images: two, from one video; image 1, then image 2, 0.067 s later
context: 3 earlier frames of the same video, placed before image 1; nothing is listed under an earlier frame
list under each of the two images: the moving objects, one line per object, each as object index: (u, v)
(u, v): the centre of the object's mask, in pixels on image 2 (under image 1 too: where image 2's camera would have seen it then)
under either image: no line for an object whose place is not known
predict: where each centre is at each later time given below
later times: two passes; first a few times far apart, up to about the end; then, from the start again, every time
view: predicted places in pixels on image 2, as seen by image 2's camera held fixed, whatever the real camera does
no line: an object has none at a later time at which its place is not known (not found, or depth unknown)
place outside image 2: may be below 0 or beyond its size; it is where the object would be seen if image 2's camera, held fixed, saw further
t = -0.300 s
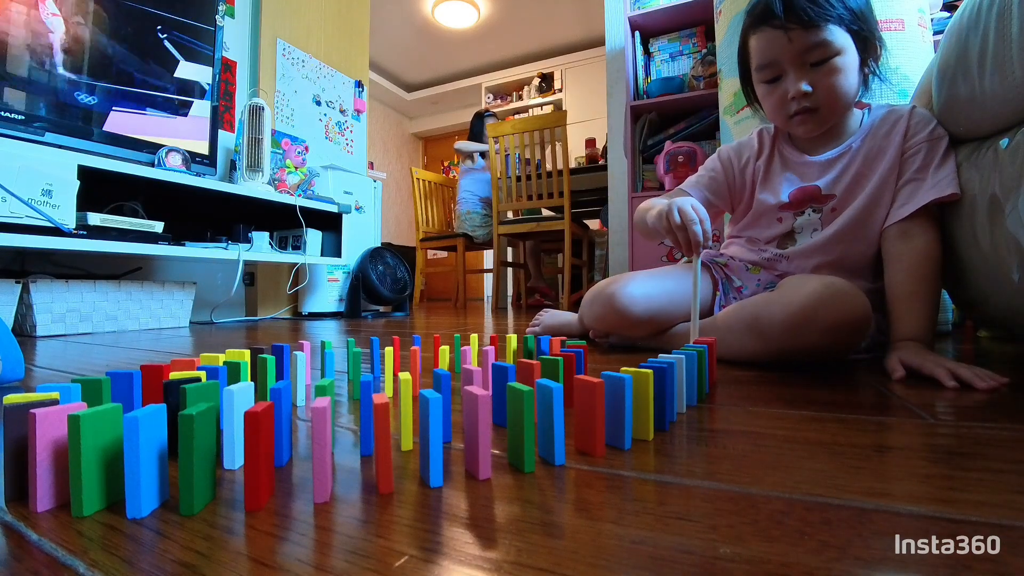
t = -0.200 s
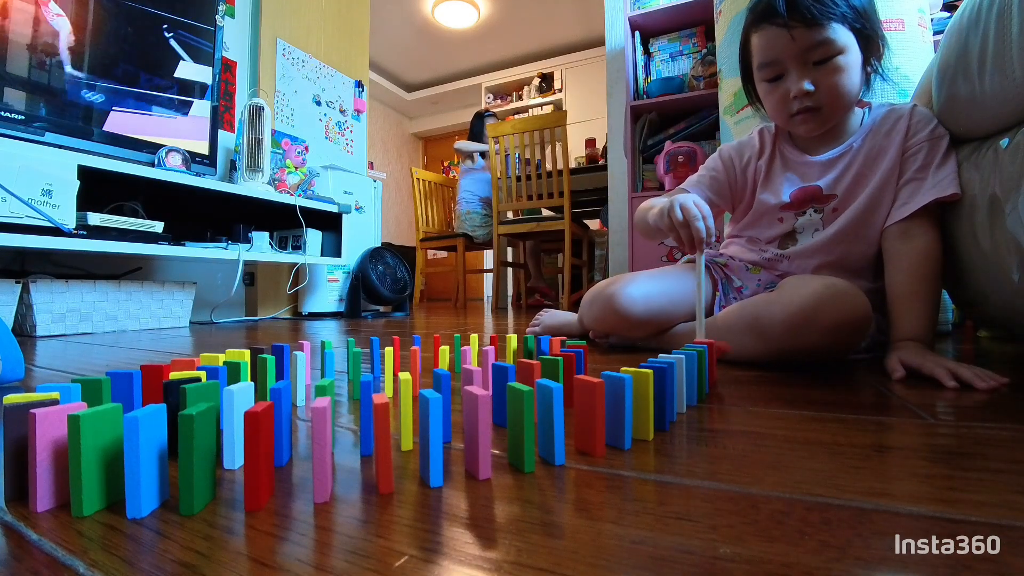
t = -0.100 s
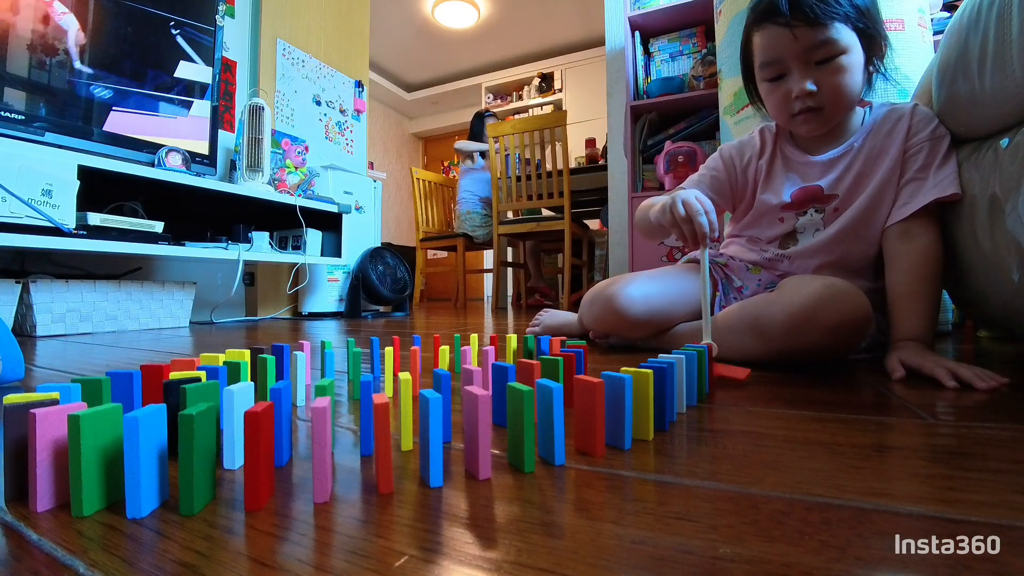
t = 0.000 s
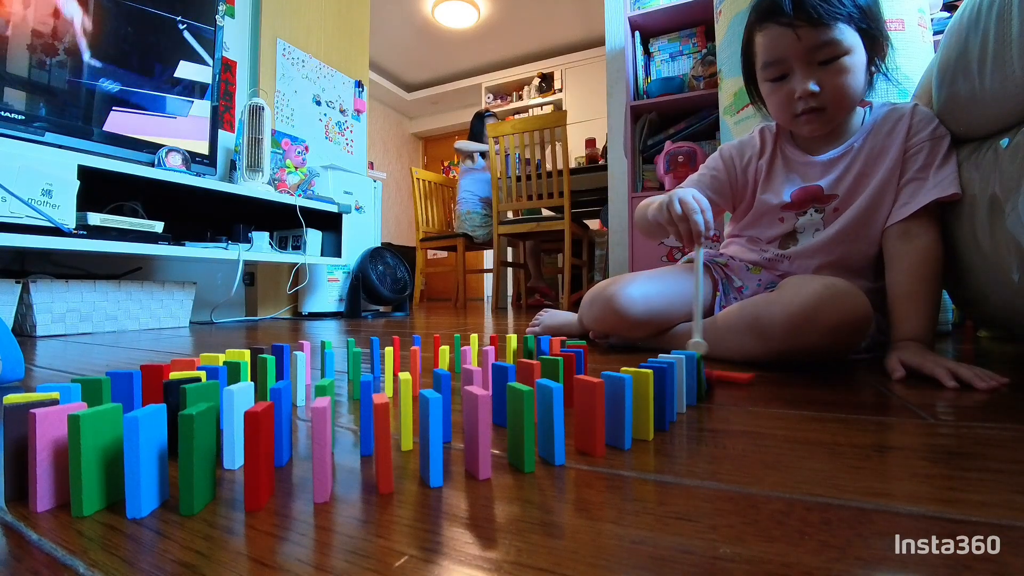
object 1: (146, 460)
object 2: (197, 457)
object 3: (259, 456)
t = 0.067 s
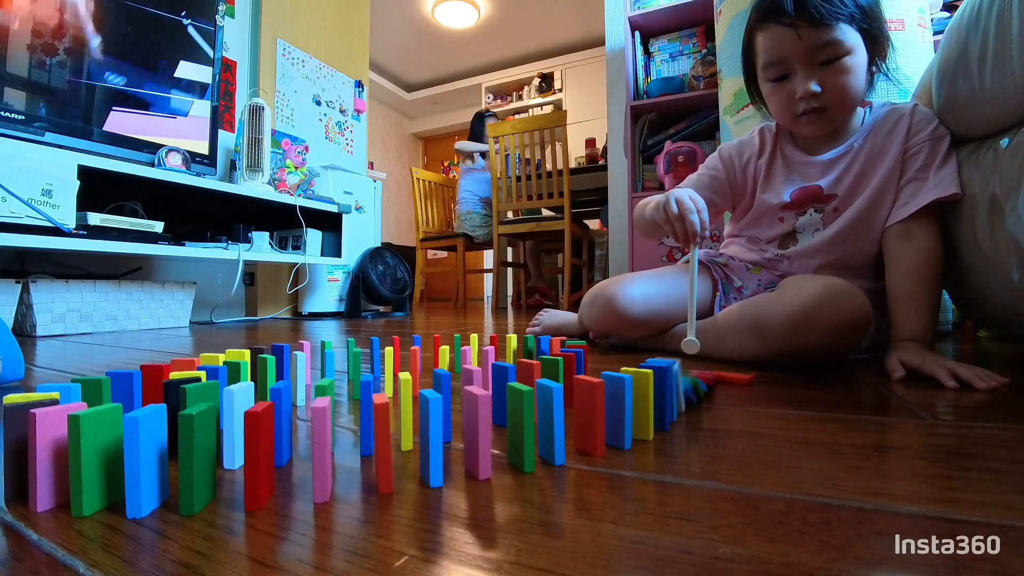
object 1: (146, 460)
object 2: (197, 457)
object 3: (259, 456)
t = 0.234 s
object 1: (146, 460)
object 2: (197, 458)
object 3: (259, 456)
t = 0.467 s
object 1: (107, 462)
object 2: (151, 465)
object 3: (204, 479)
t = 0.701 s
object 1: (76, 499)
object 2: (131, 486)
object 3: (198, 487)
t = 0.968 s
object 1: (80, 498)
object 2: (143, 486)
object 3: (198, 487)
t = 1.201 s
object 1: (80, 498)
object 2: (144, 486)
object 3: (198, 487)
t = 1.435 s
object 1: (80, 498)
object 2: (144, 486)
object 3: (198, 487)
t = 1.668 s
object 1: (80, 498)
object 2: (144, 486)
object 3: (199, 487)
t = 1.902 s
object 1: (80, 498)
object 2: (144, 486)
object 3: (199, 487)
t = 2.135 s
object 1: (80, 498)
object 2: (144, 486)
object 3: (198, 487)
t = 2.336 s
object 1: (80, 498)
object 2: (144, 486)
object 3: (198, 487)
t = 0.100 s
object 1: (146, 460)
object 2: (197, 457)
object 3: (259, 456)
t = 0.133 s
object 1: (146, 460)
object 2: (197, 457)
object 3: (259, 456)
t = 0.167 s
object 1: (146, 460)
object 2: (197, 457)
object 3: (259, 456)
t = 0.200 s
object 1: (146, 460)
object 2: (197, 457)
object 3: (259, 456)
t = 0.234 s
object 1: (146, 460)
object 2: (197, 458)
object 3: (259, 456)
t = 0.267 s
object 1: (146, 460)
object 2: (197, 458)
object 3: (259, 456)
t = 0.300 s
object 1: (146, 460)
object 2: (197, 458)
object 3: (259, 456)
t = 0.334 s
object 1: (146, 460)
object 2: (197, 458)
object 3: (259, 456)
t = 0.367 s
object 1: (146, 460)
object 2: (197, 458)
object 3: (256, 465)
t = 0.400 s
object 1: (146, 460)
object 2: (191, 456)
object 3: (228, 462)
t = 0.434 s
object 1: (130, 458)
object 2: (168, 456)
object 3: (215, 471)
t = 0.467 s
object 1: (107, 462)
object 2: (151, 465)
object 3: (204, 479)
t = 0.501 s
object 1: (93, 476)
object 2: (138, 472)
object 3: (200, 483)
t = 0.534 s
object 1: (87, 485)
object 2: (133, 478)
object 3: (199, 486)
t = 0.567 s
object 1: (85, 492)
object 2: (131, 482)
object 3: (198, 486)
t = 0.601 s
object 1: (80, 494)
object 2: (132, 483)
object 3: (198, 486)
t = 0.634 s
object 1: (78, 497)
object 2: (131, 486)
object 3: (199, 487)
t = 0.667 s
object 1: (77, 499)
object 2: (130, 486)
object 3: (198, 487)
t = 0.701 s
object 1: (76, 499)
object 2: (131, 486)
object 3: (198, 487)
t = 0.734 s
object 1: (76, 499)
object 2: (132, 486)
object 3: (199, 487)
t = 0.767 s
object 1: (77, 499)
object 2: (133, 486)
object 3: (199, 487)
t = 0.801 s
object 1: (77, 499)
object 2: (133, 486)
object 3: (199, 487)
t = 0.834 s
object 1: (77, 499)
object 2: (134, 486)
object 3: (199, 487)
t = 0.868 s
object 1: (78, 499)
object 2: (135, 486)
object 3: (199, 487)
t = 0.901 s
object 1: (78, 498)
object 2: (137, 486)
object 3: (198, 487)
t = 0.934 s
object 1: (79, 498)
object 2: (140, 486)
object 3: (198, 487)
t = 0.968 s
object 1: (80, 498)
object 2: (143, 486)
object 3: (198, 487)
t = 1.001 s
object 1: (80, 498)
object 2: (144, 486)
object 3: (198, 487)
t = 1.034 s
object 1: (81, 498)
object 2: (144, 486)
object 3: (198, 487)
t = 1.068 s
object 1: (81, 498)
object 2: (144, 486)
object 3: (198, 487)
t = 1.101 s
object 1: (81, 498)
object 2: (144, 486)
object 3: (198, 487)
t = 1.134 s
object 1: (81, 498)
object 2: (144, 486)
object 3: (198, 487)
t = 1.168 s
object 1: (80, 498)
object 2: (144, 486)
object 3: (198, 487)
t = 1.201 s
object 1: (80, 498)
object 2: (144, 486)
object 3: (198, 487)
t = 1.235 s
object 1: (80, 498)
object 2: (144, 486)
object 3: (198, 487)
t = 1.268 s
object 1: (80, 498)
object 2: (144, 486)
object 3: (198, 487)
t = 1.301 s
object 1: (80, 498)
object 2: (144, 486)
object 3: (198, 487)
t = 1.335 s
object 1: (80, 498)
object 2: (144, 486)
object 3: (198, 487)
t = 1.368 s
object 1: (80, 498)
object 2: (144, 486)
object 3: (198, 487)
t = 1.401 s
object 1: (80, 498)
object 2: (144, 486)
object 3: (198, 487)
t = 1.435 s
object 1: (80, 498)
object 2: (144, 486)
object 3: (198, 487)
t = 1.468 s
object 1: (80, 498)
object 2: (144, 486)
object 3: (198, 487)
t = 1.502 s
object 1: (80, 498)
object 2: (144, 486)
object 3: (198, 487)
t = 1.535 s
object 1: (80, 498)
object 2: (144, 486)
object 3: (198, 487)
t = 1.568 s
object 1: (80, 498)
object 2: (144, 486)
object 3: (198, 487)
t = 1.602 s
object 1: (80, 498)
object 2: (144, 486)
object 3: (198, 487)
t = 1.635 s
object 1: (80, 498)
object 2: (144, 486)
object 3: (198, 487)
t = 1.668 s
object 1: (80, 498)
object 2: (144, 486)
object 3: (199, 487)
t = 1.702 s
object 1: (80, 498)
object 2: (144, 486)
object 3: (199, 487)
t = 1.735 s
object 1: (80, 498)
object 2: (144, 486)
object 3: (199, 487)
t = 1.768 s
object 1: (80, 498)
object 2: (144, 486)
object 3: (199, 487)
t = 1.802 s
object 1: (80, 498)
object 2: (144, 486)
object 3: (199, 487)
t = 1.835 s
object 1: (80, 498)
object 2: (144, 486)
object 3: (199, 487)
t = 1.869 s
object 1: (80, 498)
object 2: (144, 486)
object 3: (199, 487)
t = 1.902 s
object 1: (80, 498)
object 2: (144, 486)
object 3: (199, 487)
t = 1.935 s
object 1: (80, 498)
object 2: (144, 486)
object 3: (198, 487)
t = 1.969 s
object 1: (80, 498)
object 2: (144, 486)
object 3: (198, 487)
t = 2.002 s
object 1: (80, 498)
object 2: (144, 486)
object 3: (198, 487)
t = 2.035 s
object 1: (80, 498)
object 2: (144, 486)
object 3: (198, 487)
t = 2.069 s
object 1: (80, 498)
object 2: (144, 486)
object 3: (198, 487)
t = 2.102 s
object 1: (80, 498)
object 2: (144, 486)
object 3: (198, 487)
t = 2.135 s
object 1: (80, 498)
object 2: (144, 486)
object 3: (198, 487)
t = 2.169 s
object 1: (80, 498)
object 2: (144, 486)
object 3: (198, 487)
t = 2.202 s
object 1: (80, 498)
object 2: (144, 486)
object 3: (198, 487)
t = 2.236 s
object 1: (80, 498)
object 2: (144, 486)
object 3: (198, 487)
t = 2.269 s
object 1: (80, 498)
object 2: (144, 486)
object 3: (198, 487)
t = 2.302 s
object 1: (80, 498)
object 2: (144, 486)
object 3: (198, 487)
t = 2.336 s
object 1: (80, 498)
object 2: (144, 486)
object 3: (198, 487)
